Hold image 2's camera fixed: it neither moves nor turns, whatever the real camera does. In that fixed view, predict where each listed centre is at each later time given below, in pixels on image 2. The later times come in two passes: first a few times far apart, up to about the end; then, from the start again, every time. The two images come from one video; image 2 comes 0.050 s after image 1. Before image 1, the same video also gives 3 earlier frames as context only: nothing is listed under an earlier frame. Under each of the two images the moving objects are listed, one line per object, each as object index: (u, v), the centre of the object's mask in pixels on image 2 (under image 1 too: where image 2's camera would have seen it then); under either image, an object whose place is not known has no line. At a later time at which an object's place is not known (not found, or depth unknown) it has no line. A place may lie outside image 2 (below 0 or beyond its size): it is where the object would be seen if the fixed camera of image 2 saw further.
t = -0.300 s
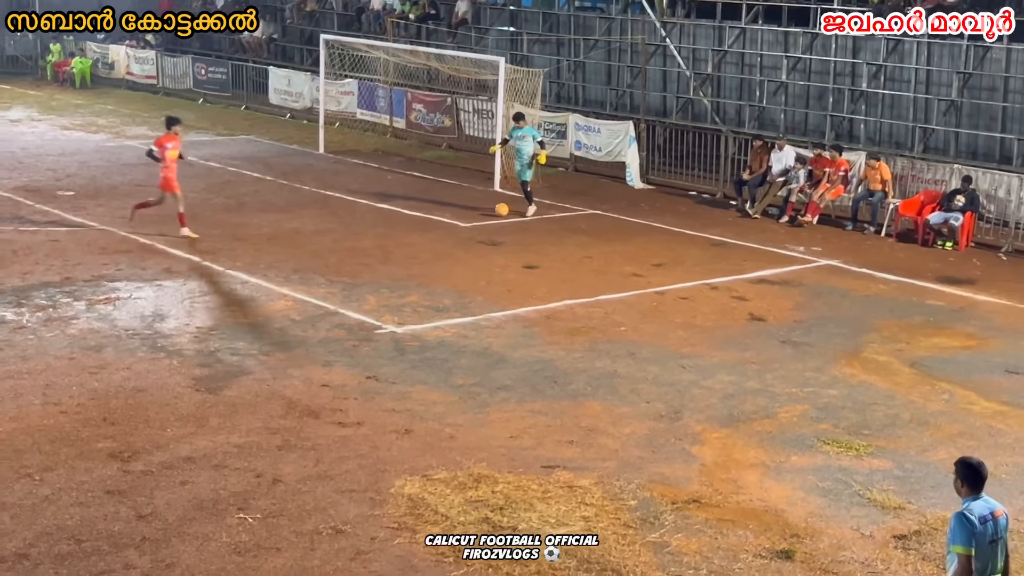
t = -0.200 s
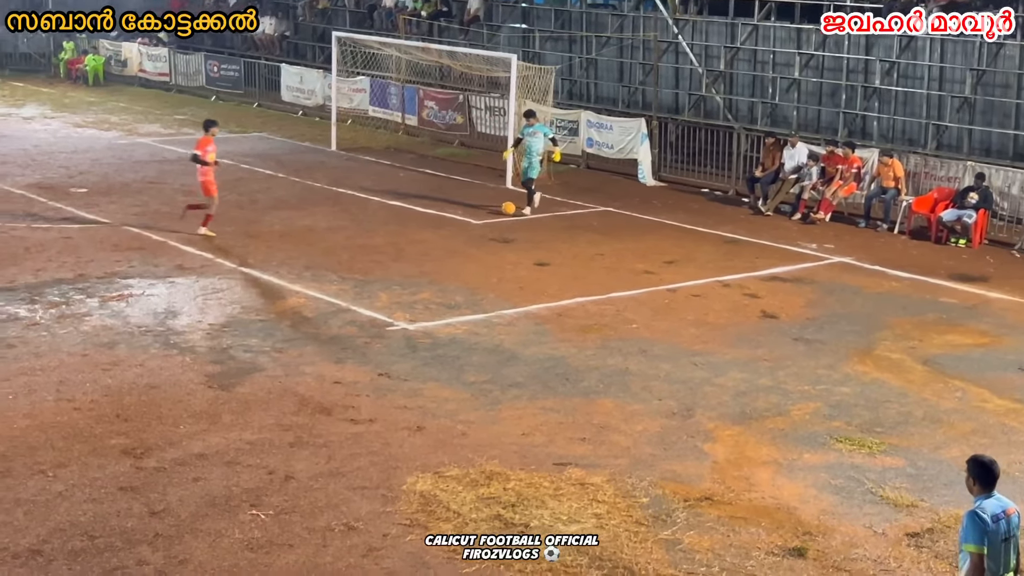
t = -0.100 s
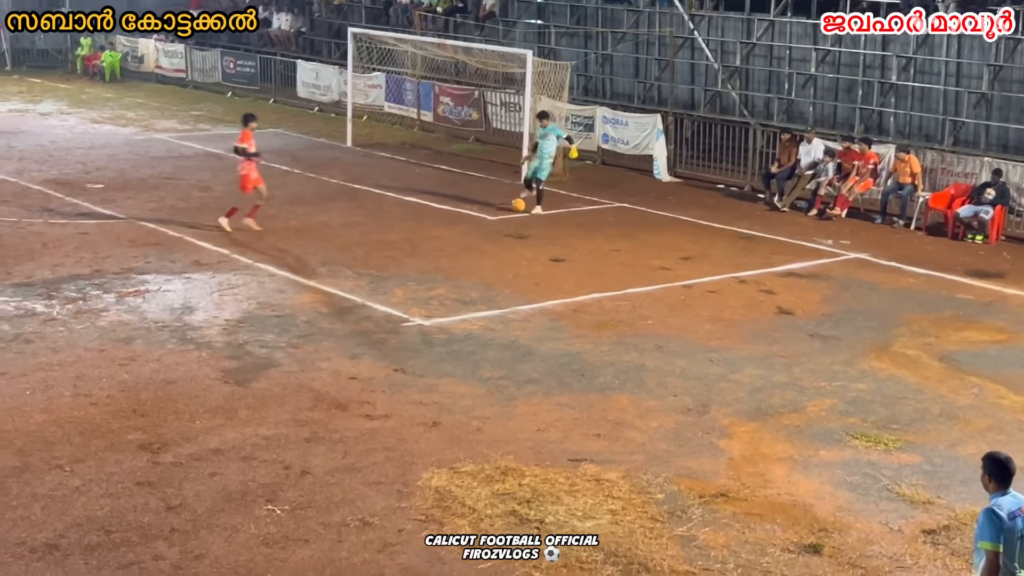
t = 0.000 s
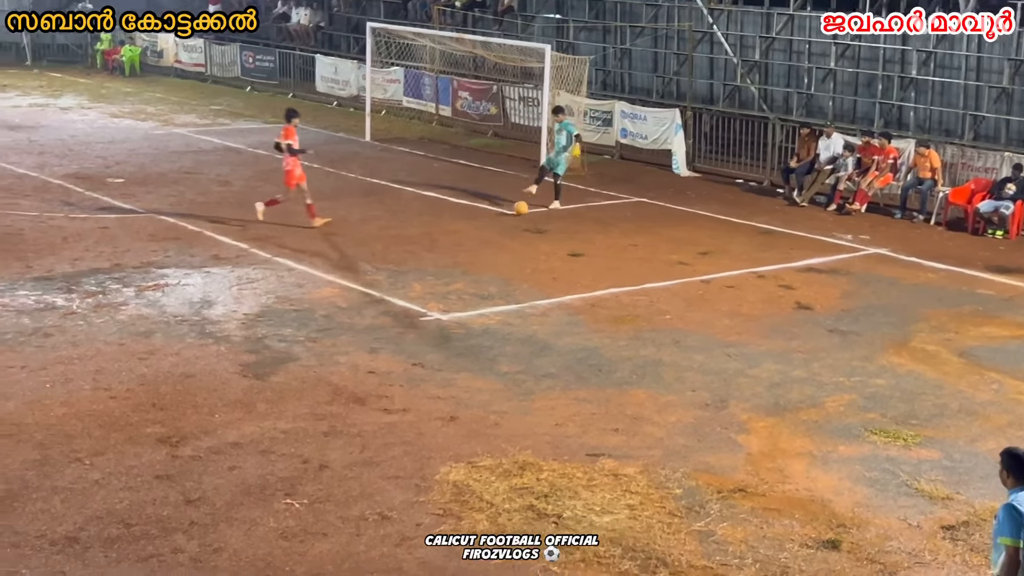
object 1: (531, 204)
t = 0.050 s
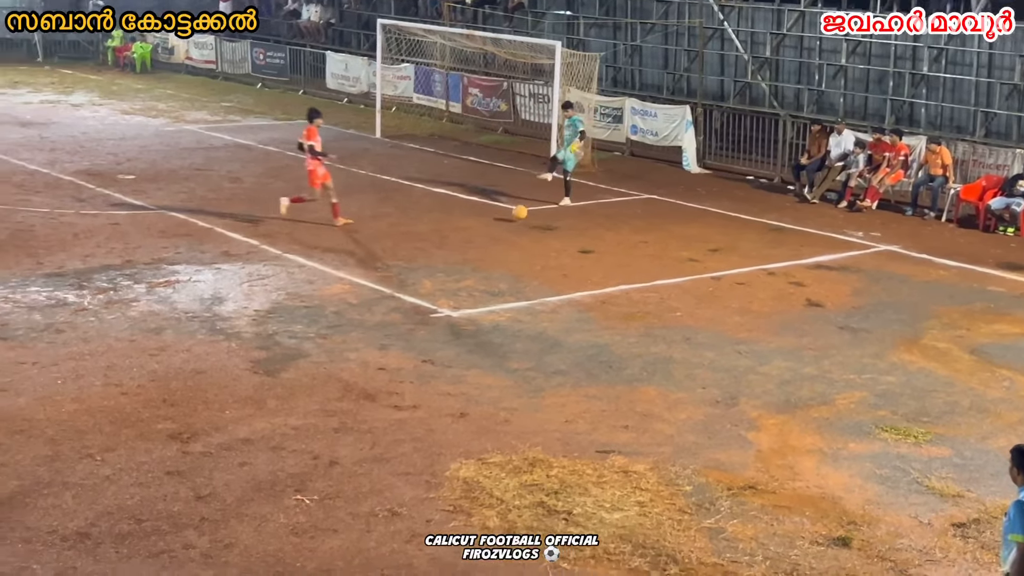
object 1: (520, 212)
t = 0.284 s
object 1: (466, 254)
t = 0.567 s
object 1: (399, 303)
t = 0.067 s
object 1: (516, 215)
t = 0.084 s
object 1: (512, 218)
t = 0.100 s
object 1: (508, 222)
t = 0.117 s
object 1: (504, 226)
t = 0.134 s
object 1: (500, 230)
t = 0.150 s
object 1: (497, 232)
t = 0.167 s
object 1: (493, 234)
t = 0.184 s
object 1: (489, 236)
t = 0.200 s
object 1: (485, 239)
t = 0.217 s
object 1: (482, 241)
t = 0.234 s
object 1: (478, 244)
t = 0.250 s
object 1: (474, 247)
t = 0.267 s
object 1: (470, 251)
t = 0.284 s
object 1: (466, 254)
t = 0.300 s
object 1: (462, 259)
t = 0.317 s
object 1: (457, 264)
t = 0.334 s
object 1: (454, 269)
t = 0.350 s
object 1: (450, 272)
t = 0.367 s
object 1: (447, 273)
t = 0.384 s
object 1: (443, 273)
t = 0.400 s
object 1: (439, 274)
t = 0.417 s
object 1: (435, 276)
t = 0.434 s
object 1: (431, 278)
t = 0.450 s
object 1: (427, 280)
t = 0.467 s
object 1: (423, 282)
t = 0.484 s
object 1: (419, 284)
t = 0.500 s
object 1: (415, 288)
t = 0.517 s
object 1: (411, 292)
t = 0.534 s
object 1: (407, 296)
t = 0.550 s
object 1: (403, 300)
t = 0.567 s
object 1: (399, 303)
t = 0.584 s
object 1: (394, 308)
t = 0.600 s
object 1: (390, 314)
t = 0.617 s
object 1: (385, 319)
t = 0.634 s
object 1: (381, 325)
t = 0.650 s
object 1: (376, 331)
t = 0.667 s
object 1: (371, 337)
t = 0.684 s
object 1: (367, 344)
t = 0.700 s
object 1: (363, 345)
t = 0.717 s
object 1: (359, 347)
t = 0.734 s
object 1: (354, 349)
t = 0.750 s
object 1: (350, 349)
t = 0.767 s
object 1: (346, 351)
